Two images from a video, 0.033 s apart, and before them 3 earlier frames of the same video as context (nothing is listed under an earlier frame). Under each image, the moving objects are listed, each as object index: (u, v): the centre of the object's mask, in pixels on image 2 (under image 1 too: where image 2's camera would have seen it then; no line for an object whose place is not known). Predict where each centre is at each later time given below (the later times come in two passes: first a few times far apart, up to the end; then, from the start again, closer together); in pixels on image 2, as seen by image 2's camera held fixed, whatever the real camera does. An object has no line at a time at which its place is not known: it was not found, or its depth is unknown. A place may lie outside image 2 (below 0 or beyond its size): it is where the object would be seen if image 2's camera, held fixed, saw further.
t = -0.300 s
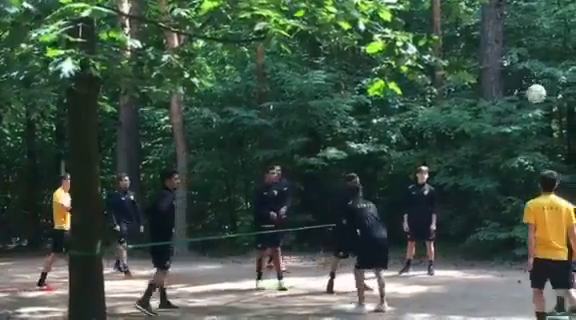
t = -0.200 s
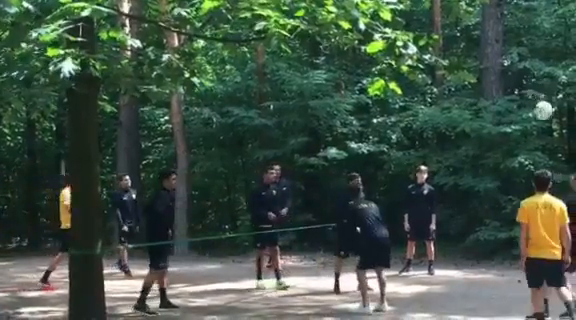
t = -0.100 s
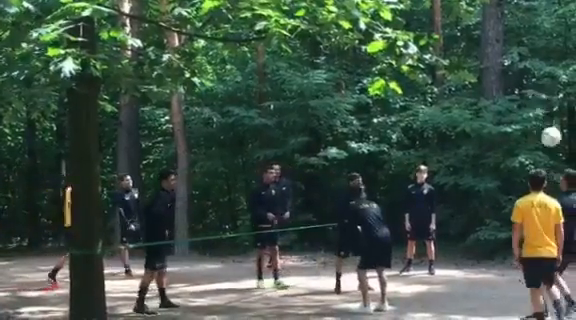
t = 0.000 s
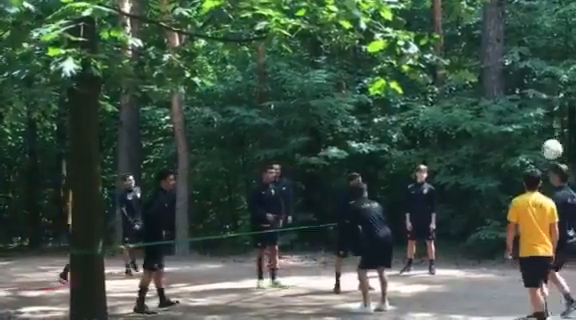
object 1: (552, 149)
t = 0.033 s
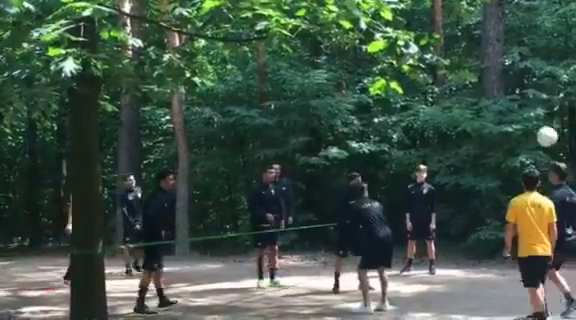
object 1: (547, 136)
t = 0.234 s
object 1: (513, 78)
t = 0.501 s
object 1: (469, 51)
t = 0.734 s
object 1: (432, 80)
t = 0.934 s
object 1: (398, 141)
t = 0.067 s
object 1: (541, 124)
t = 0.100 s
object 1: (535, 113)
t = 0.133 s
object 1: (530, 104)
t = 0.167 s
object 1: (524, 94)
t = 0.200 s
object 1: (518, 85)
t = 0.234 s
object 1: (513, 78)
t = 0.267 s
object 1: (507, 71)
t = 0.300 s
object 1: (502, 66)
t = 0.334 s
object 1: (497, 61)
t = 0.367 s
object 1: (491, 57)
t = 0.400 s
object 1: (486, 55)
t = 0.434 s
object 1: (480, 53)
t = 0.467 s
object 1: (475, 52)
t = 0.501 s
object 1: (469, 51)
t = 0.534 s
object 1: (464, 51)
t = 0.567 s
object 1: (459, 53)
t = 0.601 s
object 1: (453, 54)
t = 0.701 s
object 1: (437, 73)
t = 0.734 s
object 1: (432, 80)
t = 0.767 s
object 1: (426, 88)
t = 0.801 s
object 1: (421, 96)
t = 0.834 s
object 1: (415, 106)
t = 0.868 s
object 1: (409, 116)
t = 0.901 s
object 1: (404, 128)
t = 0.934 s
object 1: (398, 141)
